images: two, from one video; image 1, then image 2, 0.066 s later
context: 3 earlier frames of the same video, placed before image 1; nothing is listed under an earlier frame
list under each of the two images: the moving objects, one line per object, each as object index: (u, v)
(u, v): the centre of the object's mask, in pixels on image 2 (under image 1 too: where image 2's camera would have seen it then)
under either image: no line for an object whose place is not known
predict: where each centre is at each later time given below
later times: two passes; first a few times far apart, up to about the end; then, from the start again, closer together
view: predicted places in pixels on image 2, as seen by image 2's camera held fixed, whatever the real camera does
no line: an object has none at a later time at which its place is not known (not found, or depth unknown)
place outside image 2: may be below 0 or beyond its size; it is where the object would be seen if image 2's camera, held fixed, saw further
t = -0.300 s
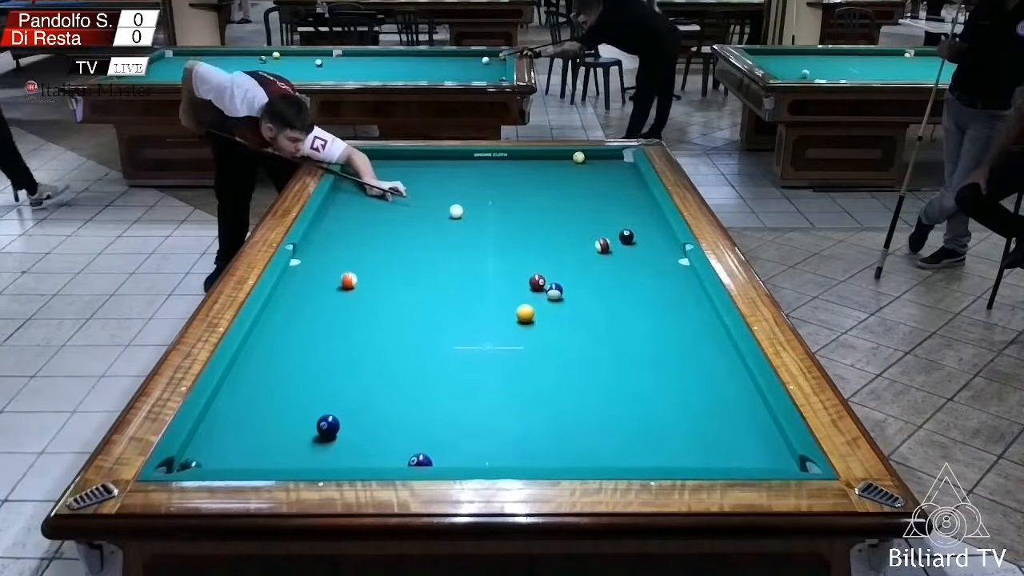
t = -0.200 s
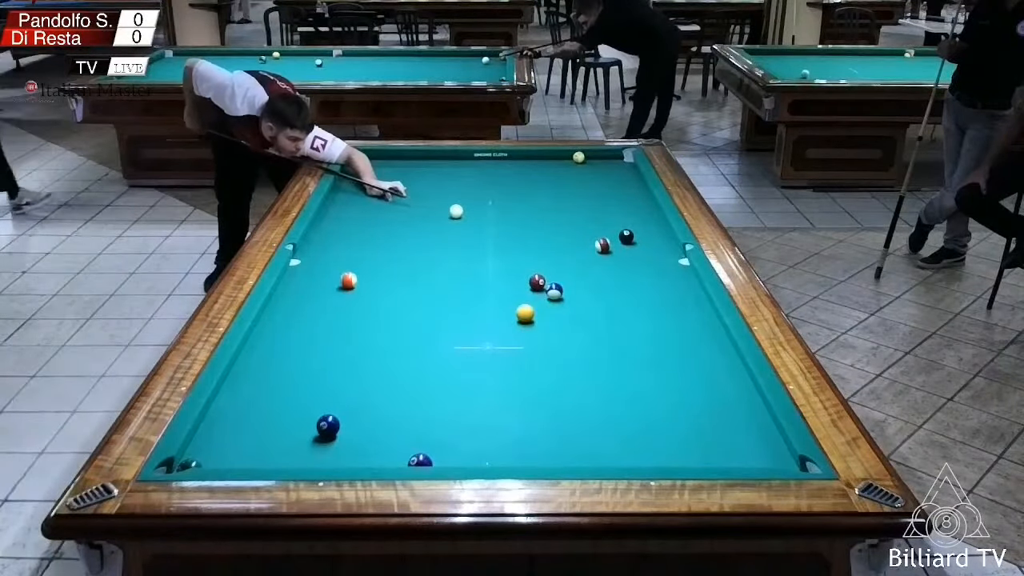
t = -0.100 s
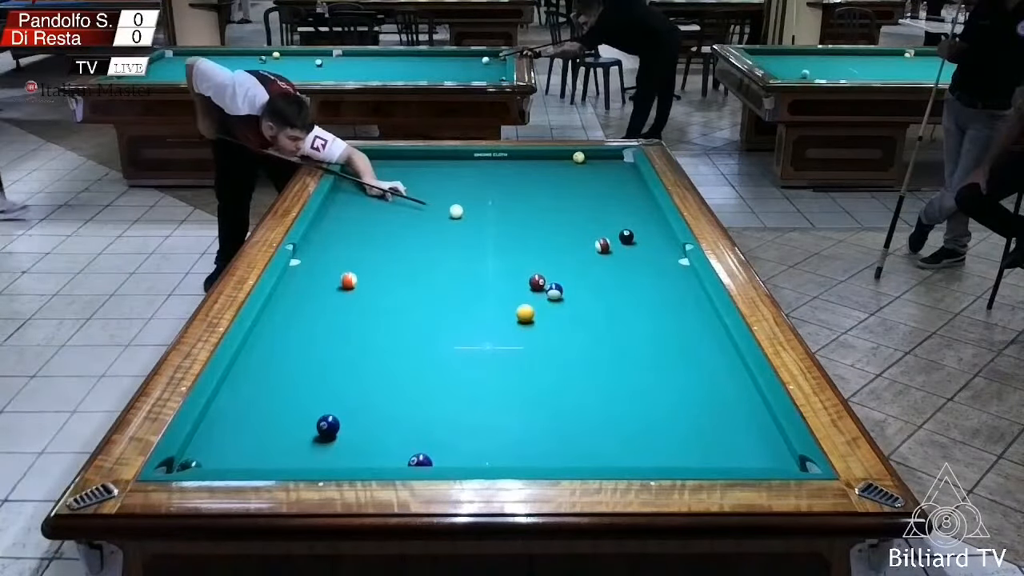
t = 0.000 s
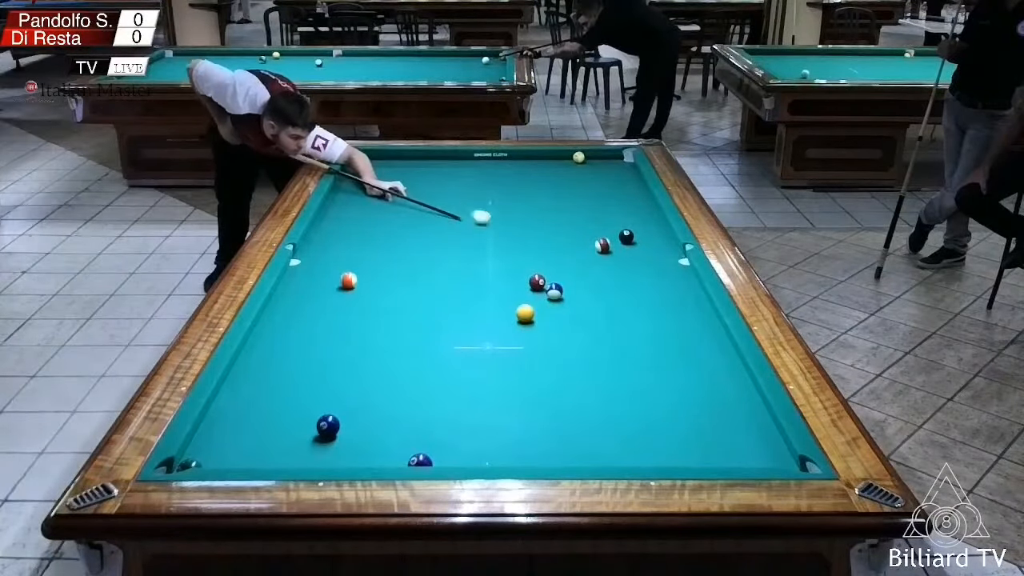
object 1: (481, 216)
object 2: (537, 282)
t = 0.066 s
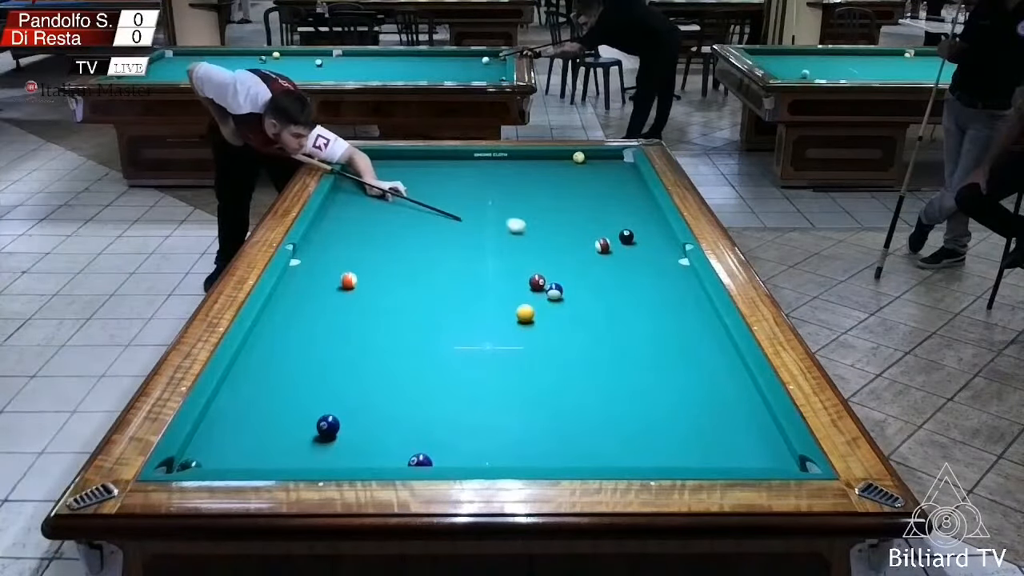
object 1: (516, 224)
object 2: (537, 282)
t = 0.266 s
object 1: (585, 246)
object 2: (537, 282)
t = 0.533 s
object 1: (573, 256)
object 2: (537, 282)
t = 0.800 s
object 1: (561, 265)
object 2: (537, 283)
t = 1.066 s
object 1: (549, 273)
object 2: (537, 283)
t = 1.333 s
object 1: (545, 277)
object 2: (528, 288)
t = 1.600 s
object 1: (544, 280)
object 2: (518, 294)
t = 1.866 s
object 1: (543, 282)
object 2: (508, 300)
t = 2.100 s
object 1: (542, 284)
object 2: (501, 304)
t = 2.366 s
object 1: (541, 285)
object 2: (491, 310)
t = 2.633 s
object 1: (540, 286)
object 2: (482, 315)
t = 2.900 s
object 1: (540, 286)
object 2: (474, 320)
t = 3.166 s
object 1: (539, 286)
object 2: (467, 323)
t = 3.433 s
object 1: (539, 286)
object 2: (459, 327)
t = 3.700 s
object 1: (539, 286)
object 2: (453, 330)
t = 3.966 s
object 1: (539, 286)
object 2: (447, 333)
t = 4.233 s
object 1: (539, 286)
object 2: (441, 337)
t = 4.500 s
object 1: (539, 286)
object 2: (437, 339)
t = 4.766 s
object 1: (539, 286)
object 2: (433, 340)
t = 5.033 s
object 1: (539, 286)
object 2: (431, 342)
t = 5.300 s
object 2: (429, 342)
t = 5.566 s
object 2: (427, 343)
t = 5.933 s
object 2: (426, 344)
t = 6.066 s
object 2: (426, 344)
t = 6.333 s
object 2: (426, 344)
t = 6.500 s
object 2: (426, 344)
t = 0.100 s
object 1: (533, 229)
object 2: (537, 282)
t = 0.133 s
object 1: (550, 233)
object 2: (537, 282)
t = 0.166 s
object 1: (567, 237)
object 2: (537, 282)
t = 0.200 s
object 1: (587, 243)
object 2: (537, 282)
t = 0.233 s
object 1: (587, 244)
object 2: (537, 282)
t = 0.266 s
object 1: (585, 246)
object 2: (537, 282)
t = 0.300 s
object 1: (584, 247)
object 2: (537, 282)
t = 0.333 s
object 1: (583, 249)
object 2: (537, 282)
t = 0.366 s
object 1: (581, 250)
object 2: (537, 282)
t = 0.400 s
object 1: (580, 251)
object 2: (537, 282)
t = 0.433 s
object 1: (578, 252)
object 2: (537, 282)
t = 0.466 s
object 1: (577, 253)
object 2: (537, 282)
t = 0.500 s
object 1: (575, 255)
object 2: (537, 282)
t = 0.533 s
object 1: (573, 256)
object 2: (537, 282)
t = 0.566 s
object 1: (571, 257)
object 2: (537, 282)
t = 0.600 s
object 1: (571, 258)
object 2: (537, 282)
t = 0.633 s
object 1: (569, 259)
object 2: (537, 282)
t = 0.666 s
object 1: (568, 260)
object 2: (537, 282)
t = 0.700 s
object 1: (566, 262)
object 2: (537, 282)
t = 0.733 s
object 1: (564, 263)
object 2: (537, 283)
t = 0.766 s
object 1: (563, 264)
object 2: (537, 283)
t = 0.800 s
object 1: (561, 265)
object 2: (537, 283)
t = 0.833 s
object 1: (560, 266)
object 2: (537, 283)
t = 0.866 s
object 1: (558, 267)
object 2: (537, 283)
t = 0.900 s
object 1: (556, 269)
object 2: (537, 283)
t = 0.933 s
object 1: (555, 270)
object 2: (537, 283)
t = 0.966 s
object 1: (553, 271)
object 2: (537, 283)
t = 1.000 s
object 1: (552, 272)
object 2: (537, 283)
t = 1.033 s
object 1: (550, 273)
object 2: (537, 283)
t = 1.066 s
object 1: (549, 273)
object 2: (537, 283)
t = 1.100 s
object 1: (548, 274)
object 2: (537, 283)
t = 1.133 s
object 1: (548, 275)
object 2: (536, 283)
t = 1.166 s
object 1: (547, 275)
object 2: (534, 284)
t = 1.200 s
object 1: (546, 276)
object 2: (533, 285)
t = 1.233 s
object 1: (546, 276)
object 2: (532, 285)
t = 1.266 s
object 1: (546, 277)
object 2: (531, 286)
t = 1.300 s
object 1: (546, 277)
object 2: (529, 287)
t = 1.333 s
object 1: (545, 277)
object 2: (528, 288)
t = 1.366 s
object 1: (545, 278)
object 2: (527, 289)
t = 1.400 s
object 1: (545, 278)
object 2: (525, 289)
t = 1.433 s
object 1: (545, 278)
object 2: (524, 290)
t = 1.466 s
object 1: (545, 279)
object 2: (523, 291)
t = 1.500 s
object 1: (544, 279)
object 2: (522, 292)
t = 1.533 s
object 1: (544, 279)
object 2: (520, 292)
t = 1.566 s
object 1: (544, 280)
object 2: (519, 293)
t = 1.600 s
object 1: (544, 280)
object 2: (518, 294)
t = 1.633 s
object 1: (544, 280)
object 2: (517, 295)
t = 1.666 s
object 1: (544, 280)
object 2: (515, 295)
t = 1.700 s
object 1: (543, 281)
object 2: (515, 296)
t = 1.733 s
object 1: (543, 281)
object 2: (513, 297)
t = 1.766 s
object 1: (543, 282)
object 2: (512, 297)
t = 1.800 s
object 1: (543, 282)
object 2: (511, 298)
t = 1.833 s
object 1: (543, 282)
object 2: (509, 299)
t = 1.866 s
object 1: (543, 282)
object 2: (508, 300)
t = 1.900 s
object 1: (543, 283)
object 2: (507, 300)
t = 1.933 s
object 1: (543, 283)
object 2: (506, 301)
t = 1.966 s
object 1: (543, 283)
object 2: (505, 302)
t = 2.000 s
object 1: (542, 283)
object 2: (504, 302)
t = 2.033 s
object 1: (543, 283)
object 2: (502, 303)
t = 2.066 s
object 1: (542, 283)
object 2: (502, 304)
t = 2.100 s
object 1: (542, 284)
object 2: (501, 304)
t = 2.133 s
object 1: (542, 284)
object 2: (499, 305)
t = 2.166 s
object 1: (542, 284)
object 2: (498, 306)
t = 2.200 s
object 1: (542, 284)
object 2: (497, 306)
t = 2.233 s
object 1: (542, 285)
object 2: (496, 307)
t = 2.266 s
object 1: (541, 285)
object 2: (494, 308)
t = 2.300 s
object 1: (542, 285)
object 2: (493, 309)
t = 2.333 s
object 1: (542, 285)
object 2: (492, 309)
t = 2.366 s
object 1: (541, 285)
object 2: (491, 310)
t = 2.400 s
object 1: (541, 285)
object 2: (490, 311)
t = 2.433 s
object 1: (541, 285)
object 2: (489, 311)
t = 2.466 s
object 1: (541, 285)
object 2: (488, 311)
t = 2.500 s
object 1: (541, 285)
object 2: (487, 312)
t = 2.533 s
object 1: (540, 286)
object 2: (486, 313)
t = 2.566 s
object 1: (540, 285)
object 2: (484, 314)
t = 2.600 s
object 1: (540, 285)
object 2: (483, 314)
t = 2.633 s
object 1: (540, 286)
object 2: (482, 315)
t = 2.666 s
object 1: (540, 286)
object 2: (481, 316)
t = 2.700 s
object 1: (540, 286)
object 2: (480, 316)
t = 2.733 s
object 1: (540, 286)
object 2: (479, 317)
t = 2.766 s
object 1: (540, 286)
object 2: (478, 317)
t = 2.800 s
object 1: (540, 285)
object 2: (478, 317)
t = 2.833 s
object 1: (540, 286)
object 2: (477, 318)
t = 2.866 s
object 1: (540, 286)
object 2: (476, 319)
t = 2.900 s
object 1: (540, 286)
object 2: (474, 320)
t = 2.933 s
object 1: (540, 286)
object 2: (473, 320)
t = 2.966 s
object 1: (540, 286)
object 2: (472, 320)
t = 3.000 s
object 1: (539, 286)
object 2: (471, 321)
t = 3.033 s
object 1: (539, 286)
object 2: (470, 321)
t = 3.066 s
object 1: (540, 286)
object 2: (469, 322)
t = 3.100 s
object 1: (540, 286)
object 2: (469, 323)
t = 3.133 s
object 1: (539, 286)
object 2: (467, 323)
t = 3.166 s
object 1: (539, 286)
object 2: (467, 323)
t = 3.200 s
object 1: (539, 286)
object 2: (466, 324)
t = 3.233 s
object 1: (539, 286)
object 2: (465, 324)
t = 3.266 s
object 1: (539, 286)
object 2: (464, 325)
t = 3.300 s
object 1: (539, 286)
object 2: (463, 325)
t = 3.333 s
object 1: (539, 286)
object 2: (462, 326)
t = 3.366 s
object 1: (539, 286)
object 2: (461, 326)
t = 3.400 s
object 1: (539, 286)
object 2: (460, 327)
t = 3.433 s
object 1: (539, 286)
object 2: (459, 327)
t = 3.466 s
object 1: (539, 286)
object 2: (458, 328)
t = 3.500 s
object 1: (539, 286)
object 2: (458, 328)
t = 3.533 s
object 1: (539, 286)
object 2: (457, 328)
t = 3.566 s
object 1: (539, 286)
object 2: (456, 329)
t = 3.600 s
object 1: (539, 286)
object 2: (455, 329)
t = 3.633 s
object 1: (539, 286)
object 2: (455, 330)
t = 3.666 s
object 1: (539, 286)
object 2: (454, 330)
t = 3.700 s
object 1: (539, 286)
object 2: (453, 330)
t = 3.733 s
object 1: (539, 286)
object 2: (452, 331)
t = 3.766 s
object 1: (539, 286)
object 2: (451, 331)
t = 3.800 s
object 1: (539, 286)
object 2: (450, 332)
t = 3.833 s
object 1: (539, 286)
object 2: (449, 332)
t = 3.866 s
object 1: (539, 286)
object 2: (449, 333)
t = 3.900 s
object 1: (539, 286)
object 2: (448, 333)
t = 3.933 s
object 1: (539, 286)
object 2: (447, 333)
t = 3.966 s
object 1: (539, 286)
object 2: (447, 333)
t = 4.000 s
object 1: (539, 286)
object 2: (446, 334)
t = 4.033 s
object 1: (539, 286)
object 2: (445, 334)
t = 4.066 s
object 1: (539, 286)
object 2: (444, 334)
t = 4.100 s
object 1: (539, 286)
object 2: (444, 335)
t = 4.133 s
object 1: (539, 286)
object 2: (443, 336)
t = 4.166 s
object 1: (539, 286)
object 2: (442, 336)
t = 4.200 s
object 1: (539, 286)
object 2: (442, 336)
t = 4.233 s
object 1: (539, 286)
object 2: (441, 337)
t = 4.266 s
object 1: (539, 286)
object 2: (441, 337)
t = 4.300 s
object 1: (539, 286)
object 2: (440, 337)
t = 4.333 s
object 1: (539, 286)
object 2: (440, 337)
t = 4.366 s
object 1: (539, 286)
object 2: (439, 337)
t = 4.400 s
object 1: (539, 286)
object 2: (439, 338)
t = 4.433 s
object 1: (539, 286)
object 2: (438, 338)
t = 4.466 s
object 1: (539, 286)
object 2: (438, 338)
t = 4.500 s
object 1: (539, 286)
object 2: (437, 339)
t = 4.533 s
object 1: (539, 286)
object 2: (436, 339)
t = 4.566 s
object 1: (539, 286)
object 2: (436, 339)
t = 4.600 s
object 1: (539, 286)
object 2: (435, 340)
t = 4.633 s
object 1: (539, 286)
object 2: (435, 340)
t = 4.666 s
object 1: (539, 286)
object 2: (435, 339)
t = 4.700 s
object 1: (539, 286)
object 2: (434, 340)
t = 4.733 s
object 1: (539, 286)
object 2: (434, 340)
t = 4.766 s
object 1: (539, 286)
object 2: (433, 340)
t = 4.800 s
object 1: (539, 286)
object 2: (433, 340)
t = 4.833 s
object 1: (539, 286)
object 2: (433, 340)
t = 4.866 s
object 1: (539, 286)
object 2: (432, 340)
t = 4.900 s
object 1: (539, 286)
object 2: (432, 341)
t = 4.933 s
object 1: (539, 286)
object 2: (431, 341)
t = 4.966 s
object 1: (539, 286)
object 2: (431, 341)
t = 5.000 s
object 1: (539, 286)
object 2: (431, 341)
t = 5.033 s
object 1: (539, 286)
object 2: (431, 342)
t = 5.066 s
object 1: (539, 286)
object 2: (430, 342)
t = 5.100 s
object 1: (539, 286)
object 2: (430, 342)
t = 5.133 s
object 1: (539, 286)
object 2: (430, 342)
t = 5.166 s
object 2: (430, 342)
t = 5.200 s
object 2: (429, 342)
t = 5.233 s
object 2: (429, 342)
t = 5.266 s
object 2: (429, 342)
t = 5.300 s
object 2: (429, 342)
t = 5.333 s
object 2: (428, 342)
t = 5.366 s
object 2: (428, 342)
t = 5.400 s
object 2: (428, 342)
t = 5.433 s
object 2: (428, 342)
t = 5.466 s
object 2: (427, 343)
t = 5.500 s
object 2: (427, 343)
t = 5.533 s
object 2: (427, 343)
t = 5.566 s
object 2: (427, 343)
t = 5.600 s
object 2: (427, 343)
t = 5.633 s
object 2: (427, 343)
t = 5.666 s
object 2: (427, 343)
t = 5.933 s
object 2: (426, 344)
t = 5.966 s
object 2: (427, 344)
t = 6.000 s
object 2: (427, 344)
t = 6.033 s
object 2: (426, 344)
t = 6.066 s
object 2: (426, 344)
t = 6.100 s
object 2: (427, 344)
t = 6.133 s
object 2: (427, 344)
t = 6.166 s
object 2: (427, 344)
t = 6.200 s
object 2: (427, 344)
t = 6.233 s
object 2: (426, 344)
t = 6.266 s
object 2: (426, 344)
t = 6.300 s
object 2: (426, 344)
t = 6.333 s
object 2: (426, 344)
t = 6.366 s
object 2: (426, 344)
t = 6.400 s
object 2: (427, 344)
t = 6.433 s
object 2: (426, 344)
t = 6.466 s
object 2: (426, 344)
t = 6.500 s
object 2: (426, 344)
